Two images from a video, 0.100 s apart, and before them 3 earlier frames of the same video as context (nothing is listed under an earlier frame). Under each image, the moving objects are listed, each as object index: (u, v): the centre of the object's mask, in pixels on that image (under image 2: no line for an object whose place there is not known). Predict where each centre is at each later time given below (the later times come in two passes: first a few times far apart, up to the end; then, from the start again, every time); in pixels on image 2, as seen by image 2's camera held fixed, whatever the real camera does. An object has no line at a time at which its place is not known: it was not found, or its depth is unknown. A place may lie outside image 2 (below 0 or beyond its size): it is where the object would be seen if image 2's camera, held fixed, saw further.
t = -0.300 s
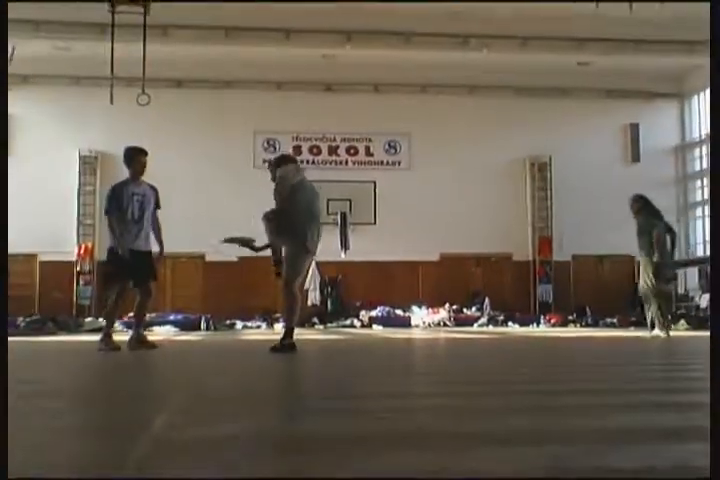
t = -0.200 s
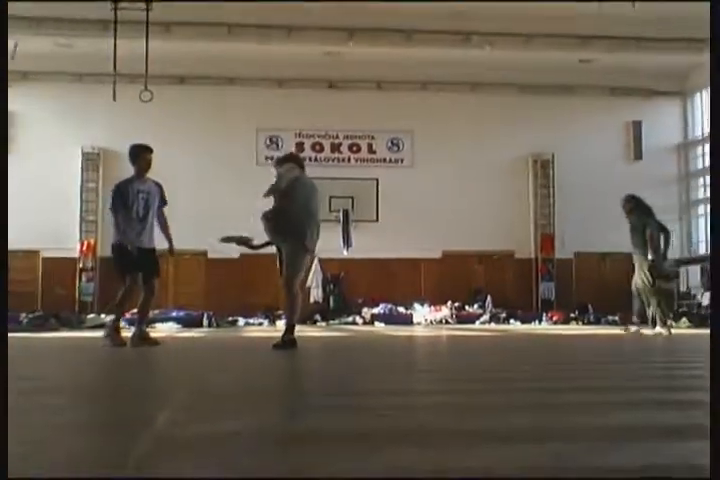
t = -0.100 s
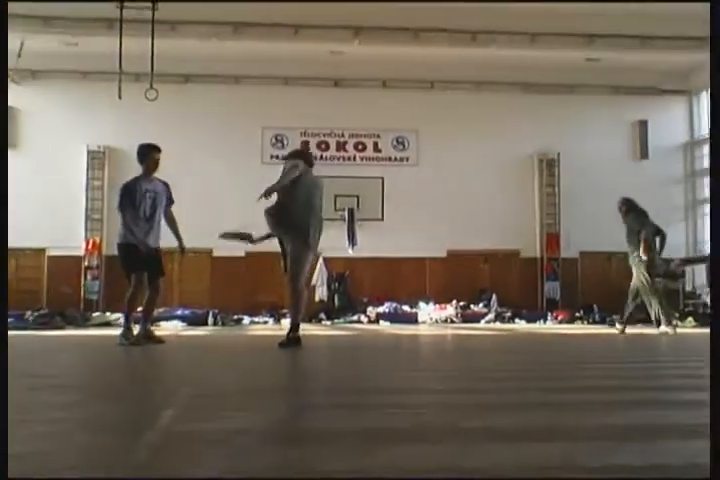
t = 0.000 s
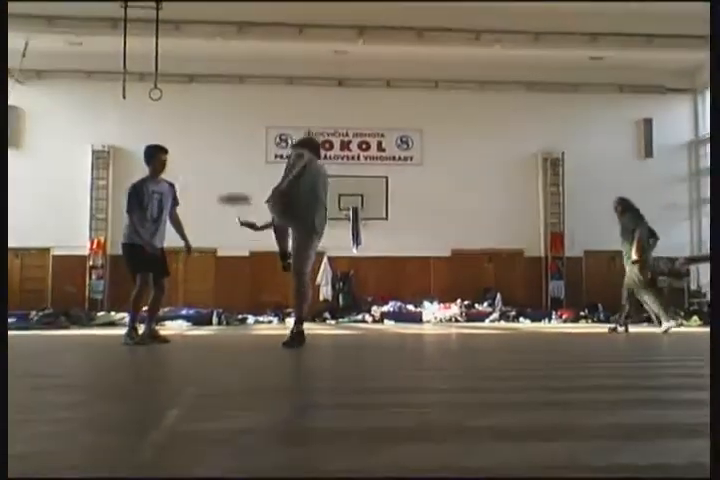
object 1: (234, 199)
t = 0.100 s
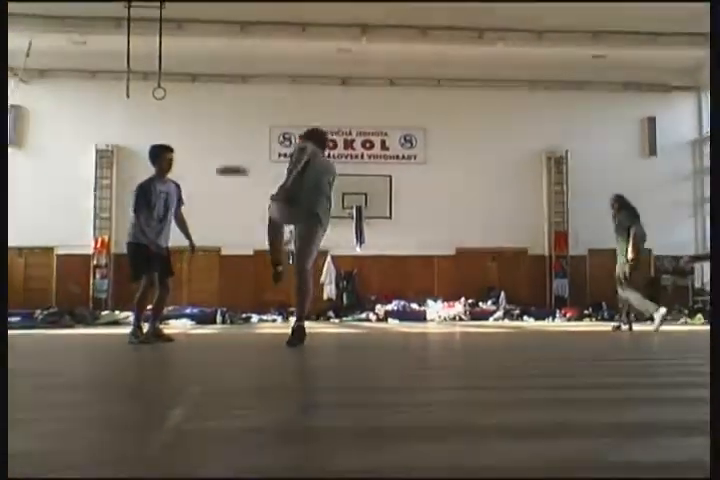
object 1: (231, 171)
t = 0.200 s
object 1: (227, 156)
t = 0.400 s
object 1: (220, 159)
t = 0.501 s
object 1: (212, 175)
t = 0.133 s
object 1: (230, 164)
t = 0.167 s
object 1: (229, 160)
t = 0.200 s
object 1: (227, 156)
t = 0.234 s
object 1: (225, 153)
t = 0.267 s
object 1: (224, 151)
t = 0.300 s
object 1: (223, 151)
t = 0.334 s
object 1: (222, 153)
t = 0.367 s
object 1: (221, 155)
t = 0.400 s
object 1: (220, 159)
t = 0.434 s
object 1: (217, 162)
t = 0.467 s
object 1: (214, 168)
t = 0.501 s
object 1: (212, 175)
